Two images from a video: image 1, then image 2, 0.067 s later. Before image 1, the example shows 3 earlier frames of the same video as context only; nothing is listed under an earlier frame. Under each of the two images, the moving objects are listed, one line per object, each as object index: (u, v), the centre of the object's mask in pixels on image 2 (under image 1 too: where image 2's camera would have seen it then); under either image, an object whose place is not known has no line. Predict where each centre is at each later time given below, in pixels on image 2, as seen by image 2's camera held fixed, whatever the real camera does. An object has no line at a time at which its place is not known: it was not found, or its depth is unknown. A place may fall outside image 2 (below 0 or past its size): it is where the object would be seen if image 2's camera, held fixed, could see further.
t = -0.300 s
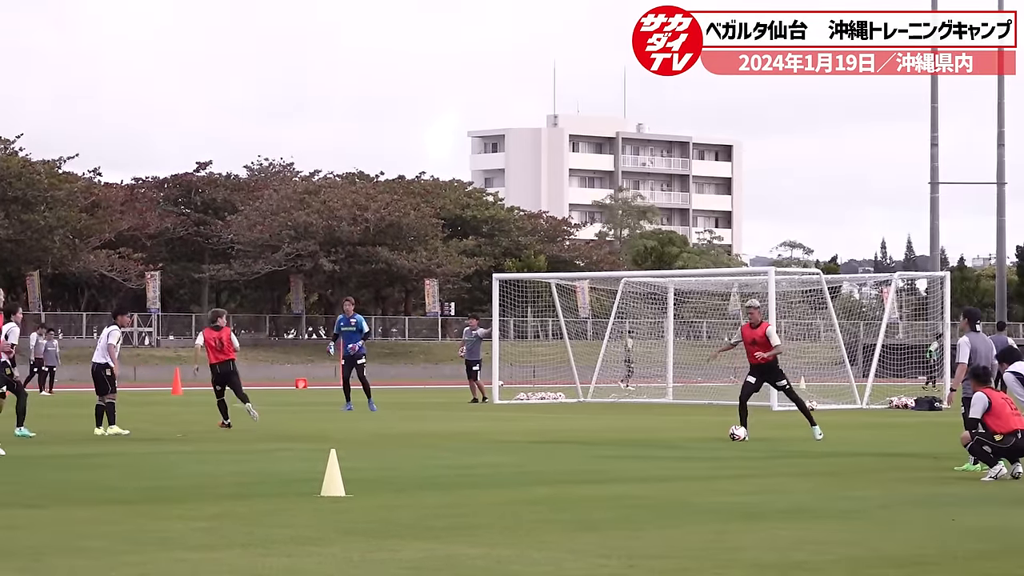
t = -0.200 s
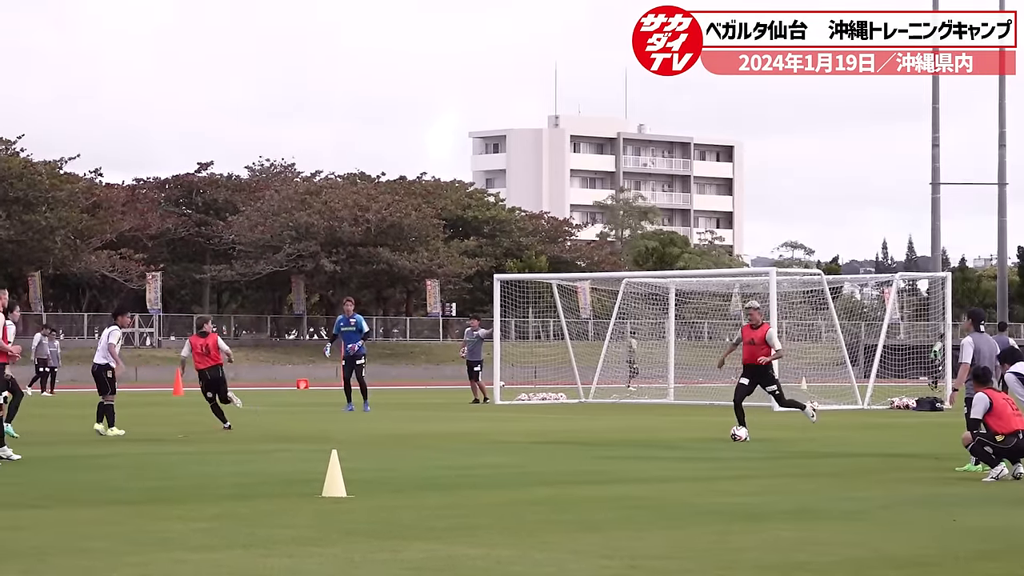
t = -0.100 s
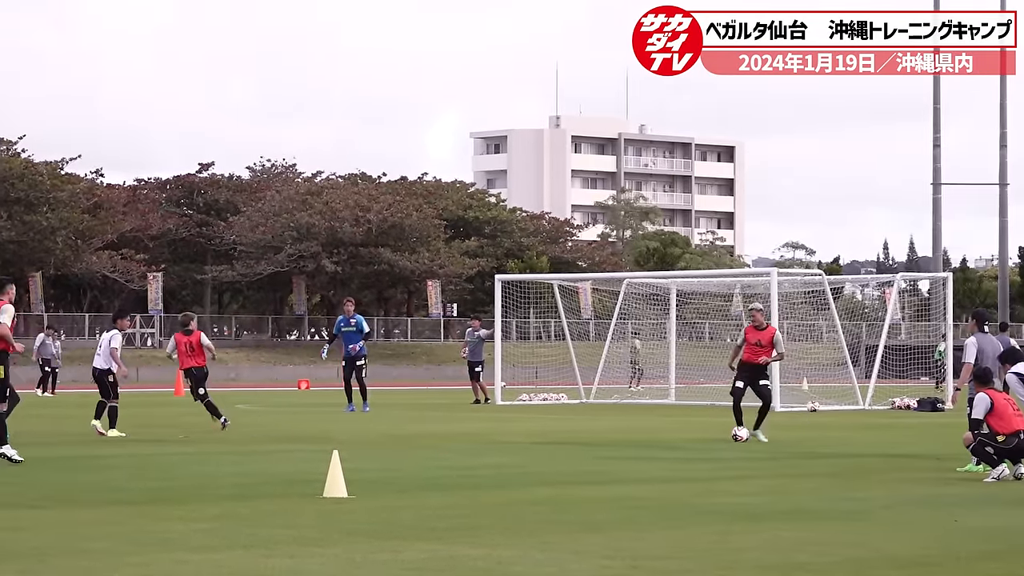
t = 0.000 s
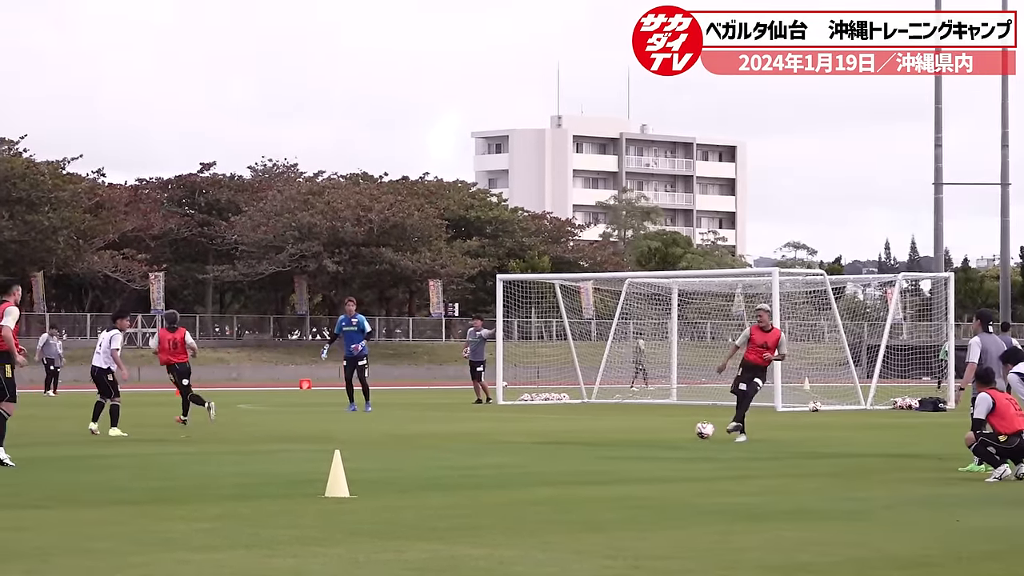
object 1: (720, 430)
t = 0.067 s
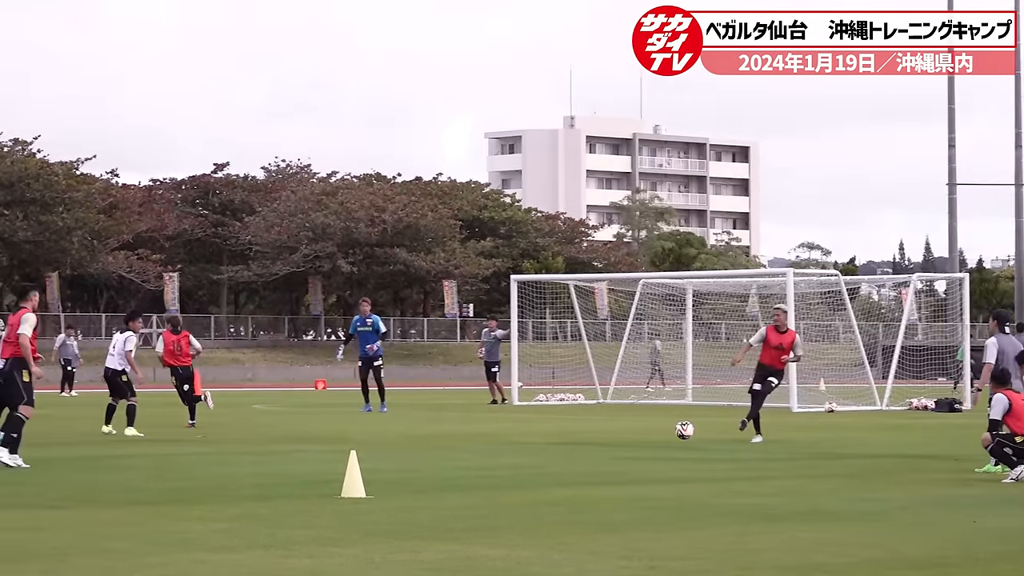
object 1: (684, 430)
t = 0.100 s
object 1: (665, 431)
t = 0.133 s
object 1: (647, 433)
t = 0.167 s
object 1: (627, 436)
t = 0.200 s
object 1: (608, 441)
